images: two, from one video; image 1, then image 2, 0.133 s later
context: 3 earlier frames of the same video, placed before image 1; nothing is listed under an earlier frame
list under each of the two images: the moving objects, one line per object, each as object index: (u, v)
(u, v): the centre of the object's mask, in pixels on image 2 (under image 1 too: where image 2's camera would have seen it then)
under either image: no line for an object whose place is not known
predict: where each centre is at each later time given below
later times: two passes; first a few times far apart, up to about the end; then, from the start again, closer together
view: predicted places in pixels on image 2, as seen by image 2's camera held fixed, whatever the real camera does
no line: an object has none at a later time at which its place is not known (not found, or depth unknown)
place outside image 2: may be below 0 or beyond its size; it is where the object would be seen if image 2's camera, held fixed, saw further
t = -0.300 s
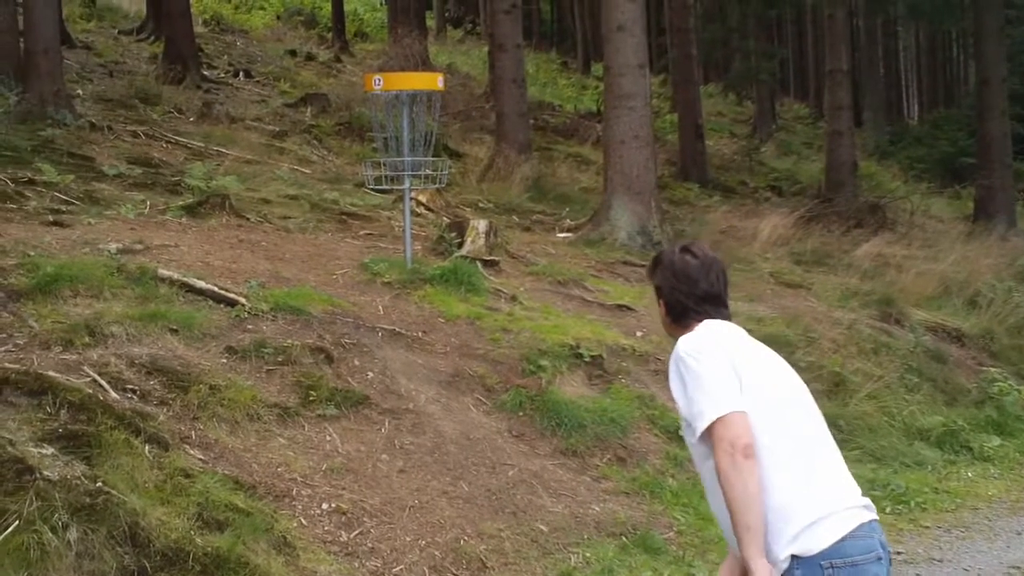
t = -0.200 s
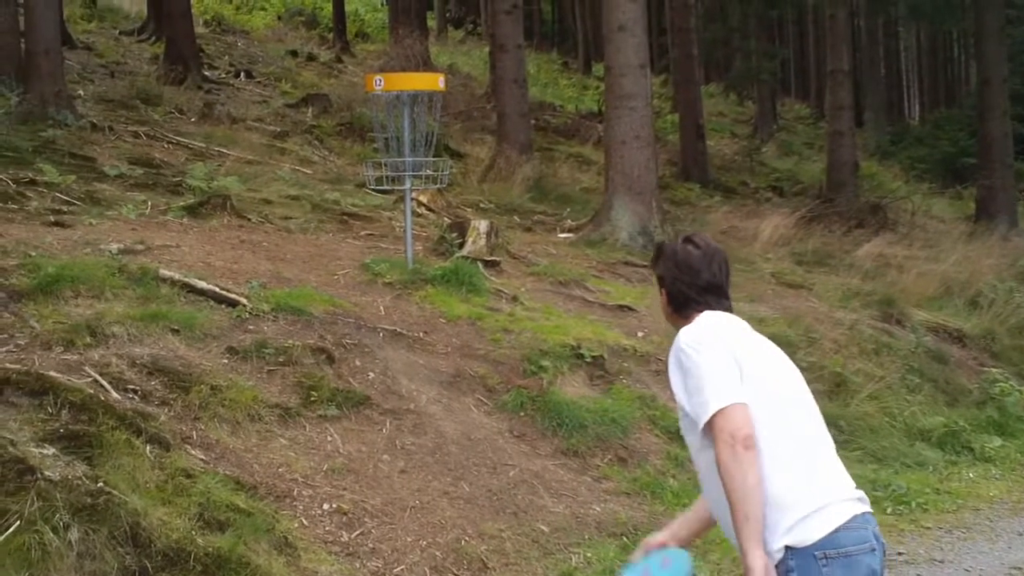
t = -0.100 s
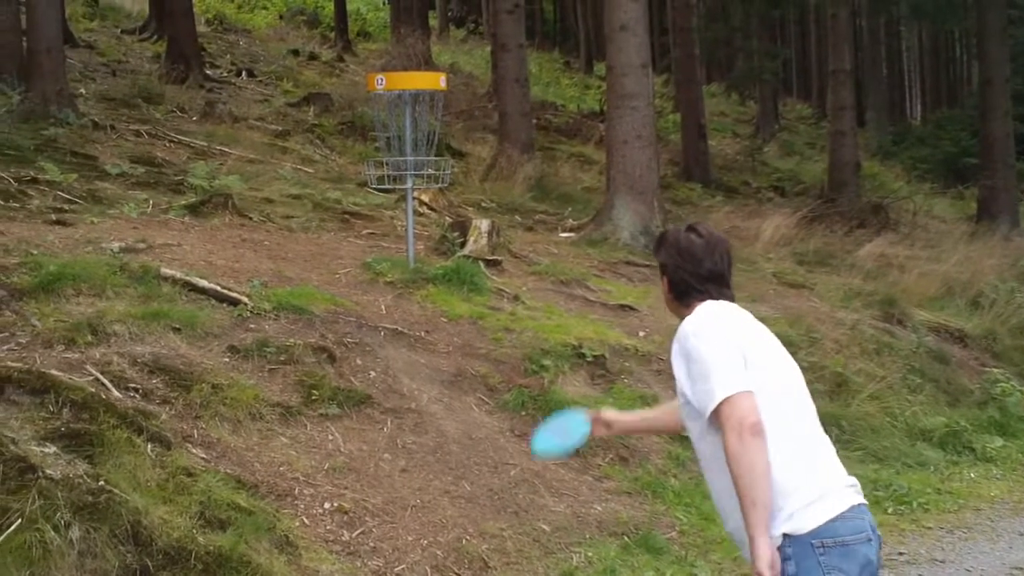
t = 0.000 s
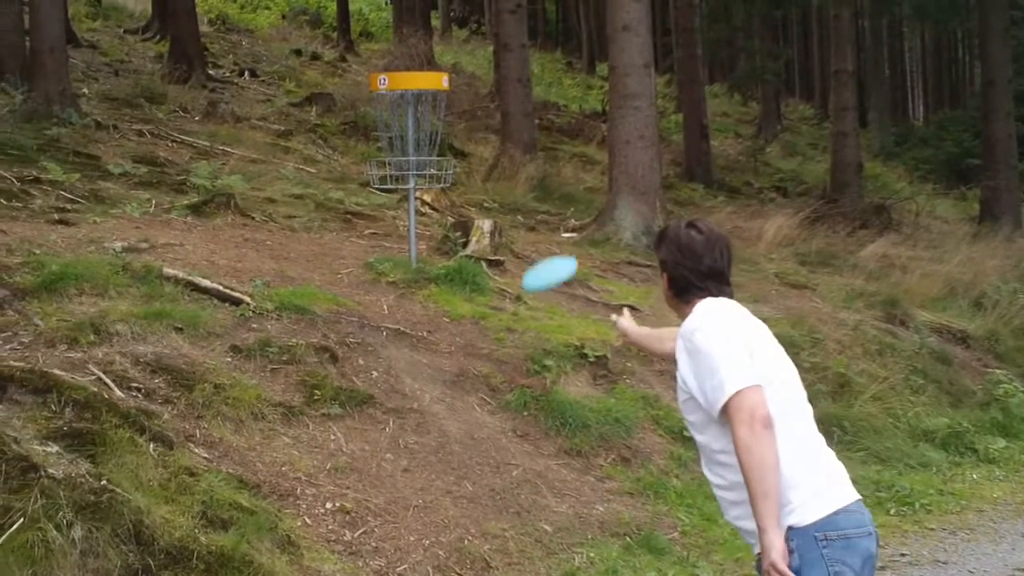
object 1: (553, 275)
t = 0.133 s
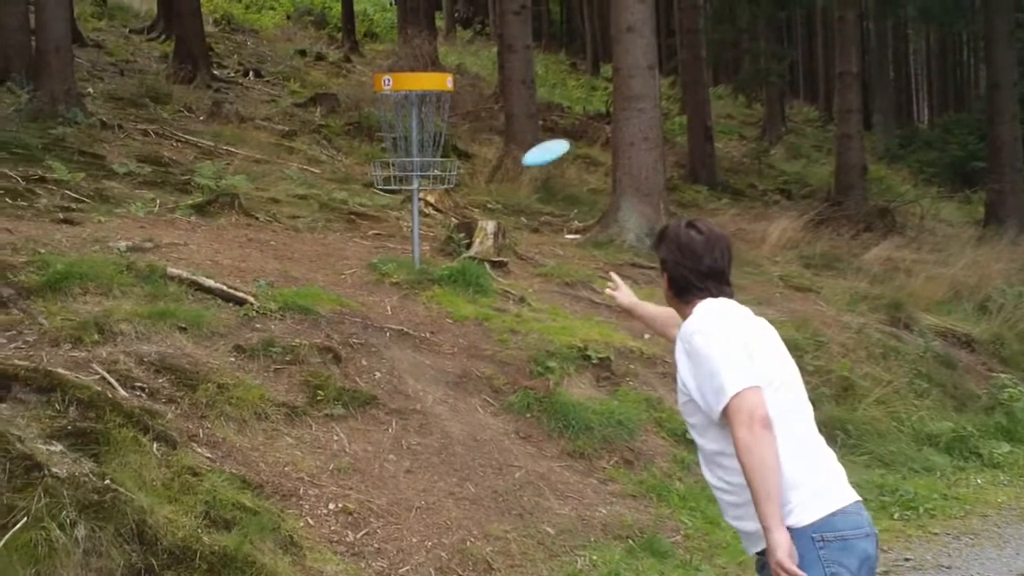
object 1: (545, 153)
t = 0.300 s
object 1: (540, 92)
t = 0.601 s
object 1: (528, 109)
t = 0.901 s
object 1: (499, 191)
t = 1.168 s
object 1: (448, 223)
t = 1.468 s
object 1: (381, 252)
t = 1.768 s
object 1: (376, 253)
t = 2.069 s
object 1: (376, 253)
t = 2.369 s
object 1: (377, 253)
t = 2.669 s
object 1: (376, 253)
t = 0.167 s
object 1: (545, 134)
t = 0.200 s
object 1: (543, 119)
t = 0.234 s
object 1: (542, 108)
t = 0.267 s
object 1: (541, 99)
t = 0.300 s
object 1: (540, 92)
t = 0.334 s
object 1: (539, 88)
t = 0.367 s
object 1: (538, 86)
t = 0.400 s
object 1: (537, 85)
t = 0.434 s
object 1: (536, 86)
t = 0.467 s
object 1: (534, 89)
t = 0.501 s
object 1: (533, 92)
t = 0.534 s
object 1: (532, 97)
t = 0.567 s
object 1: (530, 102)
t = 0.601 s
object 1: (528, 109)
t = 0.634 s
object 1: (526, 116)
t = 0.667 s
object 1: (524, 123)
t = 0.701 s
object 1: (521, 132)
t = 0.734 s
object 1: (518, 141)
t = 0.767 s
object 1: (515, 150)
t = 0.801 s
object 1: (511, 159)
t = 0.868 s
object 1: (504, 180)
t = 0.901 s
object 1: (499, 191)
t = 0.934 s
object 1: (494, 202)
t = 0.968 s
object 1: (490, 213)
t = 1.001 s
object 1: (484, 226)
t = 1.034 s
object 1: (477, 239)
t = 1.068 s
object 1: (470, 239)
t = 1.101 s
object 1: (462, 233)
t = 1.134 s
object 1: (457, 227)
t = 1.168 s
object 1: (448, 223)
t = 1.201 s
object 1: (440, 223)
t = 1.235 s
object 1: (433, 222)
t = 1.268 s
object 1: (428, 222)
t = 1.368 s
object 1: (401, 233)
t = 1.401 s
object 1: (397, 238)
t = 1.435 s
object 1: (389, 245)
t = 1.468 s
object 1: (381, 252)
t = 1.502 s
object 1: (379, 252)
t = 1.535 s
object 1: (378, 251)
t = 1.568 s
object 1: (378, 252)
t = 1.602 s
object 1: (378, 252)
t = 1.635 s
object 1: (377, 253)
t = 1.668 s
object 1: (377, 253)
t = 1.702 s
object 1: (377, 253)
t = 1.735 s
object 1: (376, 253)
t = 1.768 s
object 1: (376, 253)
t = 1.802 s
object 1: (376, 253)
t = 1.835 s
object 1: (377, 253)
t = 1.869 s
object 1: (376, 253)
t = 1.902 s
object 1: (377, 253)
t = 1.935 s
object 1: (377, 253)
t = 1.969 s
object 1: (376, 253)
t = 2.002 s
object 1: (377, 253)
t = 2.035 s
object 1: (376, 253)
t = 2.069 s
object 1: (376, 253)
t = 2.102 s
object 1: (376, 253)
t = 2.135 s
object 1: (377, 253)
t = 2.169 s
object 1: (377, 253)
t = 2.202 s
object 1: (377, 253)
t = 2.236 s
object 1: (377, 253)
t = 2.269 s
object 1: (377, 253)
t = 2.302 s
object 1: (376, 253)
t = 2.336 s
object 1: (376, 253)
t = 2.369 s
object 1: (377, 253)
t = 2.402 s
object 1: (377, 253)
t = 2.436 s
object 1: (376, 253)
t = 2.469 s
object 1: (376, 253)
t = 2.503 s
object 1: (377, 253)
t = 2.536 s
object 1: (376, 253)
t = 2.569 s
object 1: (376, 253)
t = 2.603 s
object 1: (376, 253)
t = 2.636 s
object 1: (376, 253)
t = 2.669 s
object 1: (376, 253)
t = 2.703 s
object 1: (377, 253)
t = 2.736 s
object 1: (376, 253)
